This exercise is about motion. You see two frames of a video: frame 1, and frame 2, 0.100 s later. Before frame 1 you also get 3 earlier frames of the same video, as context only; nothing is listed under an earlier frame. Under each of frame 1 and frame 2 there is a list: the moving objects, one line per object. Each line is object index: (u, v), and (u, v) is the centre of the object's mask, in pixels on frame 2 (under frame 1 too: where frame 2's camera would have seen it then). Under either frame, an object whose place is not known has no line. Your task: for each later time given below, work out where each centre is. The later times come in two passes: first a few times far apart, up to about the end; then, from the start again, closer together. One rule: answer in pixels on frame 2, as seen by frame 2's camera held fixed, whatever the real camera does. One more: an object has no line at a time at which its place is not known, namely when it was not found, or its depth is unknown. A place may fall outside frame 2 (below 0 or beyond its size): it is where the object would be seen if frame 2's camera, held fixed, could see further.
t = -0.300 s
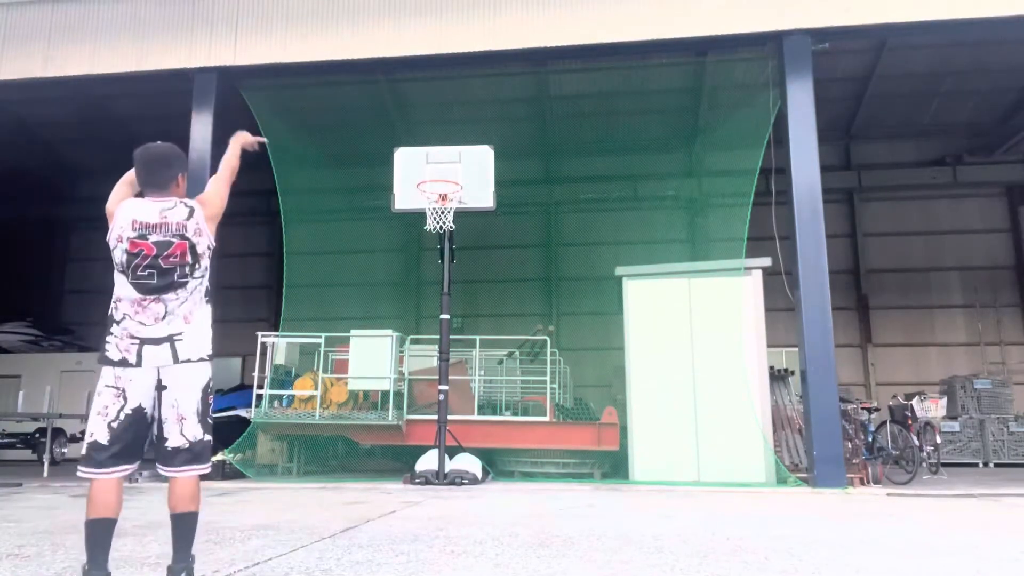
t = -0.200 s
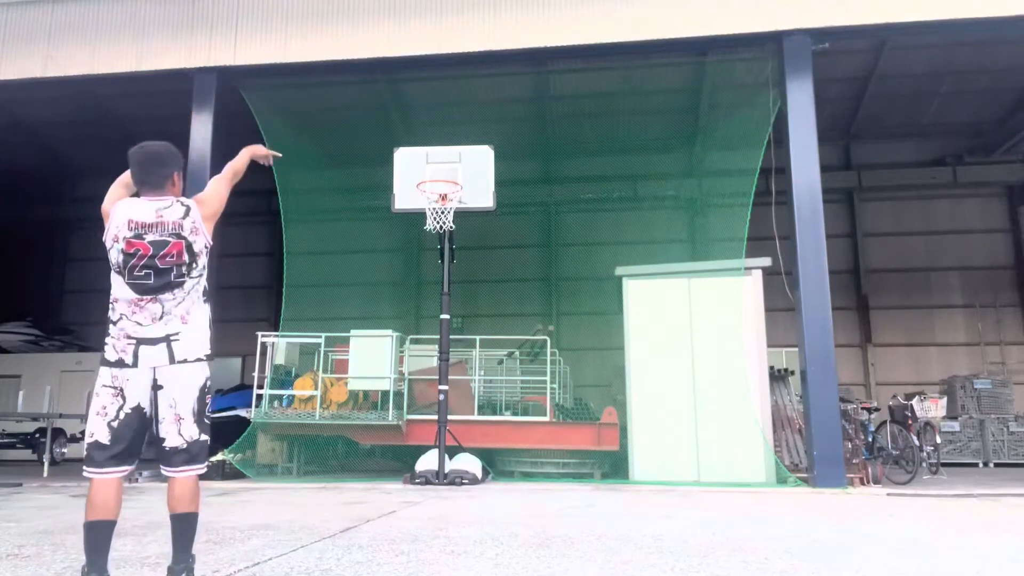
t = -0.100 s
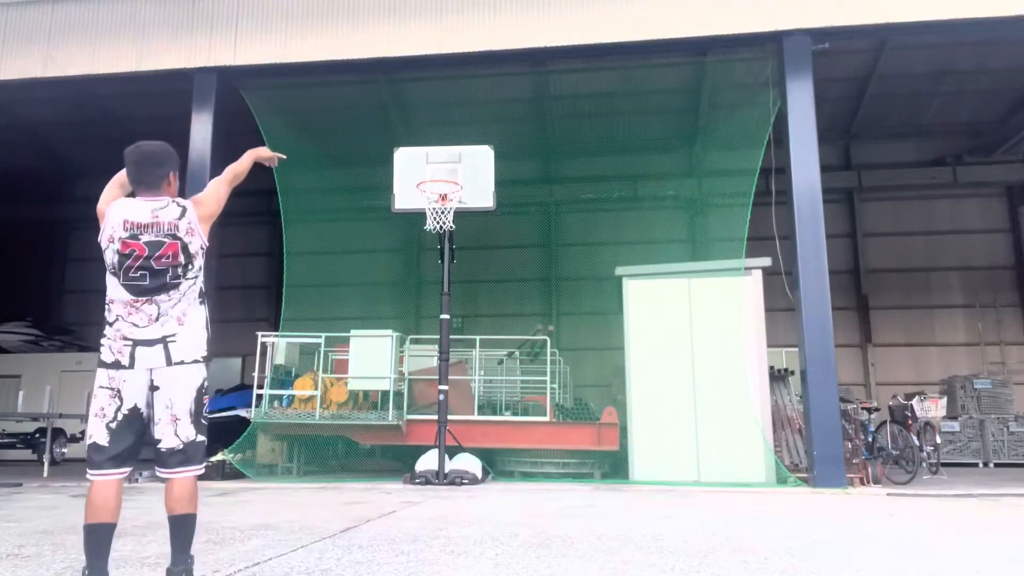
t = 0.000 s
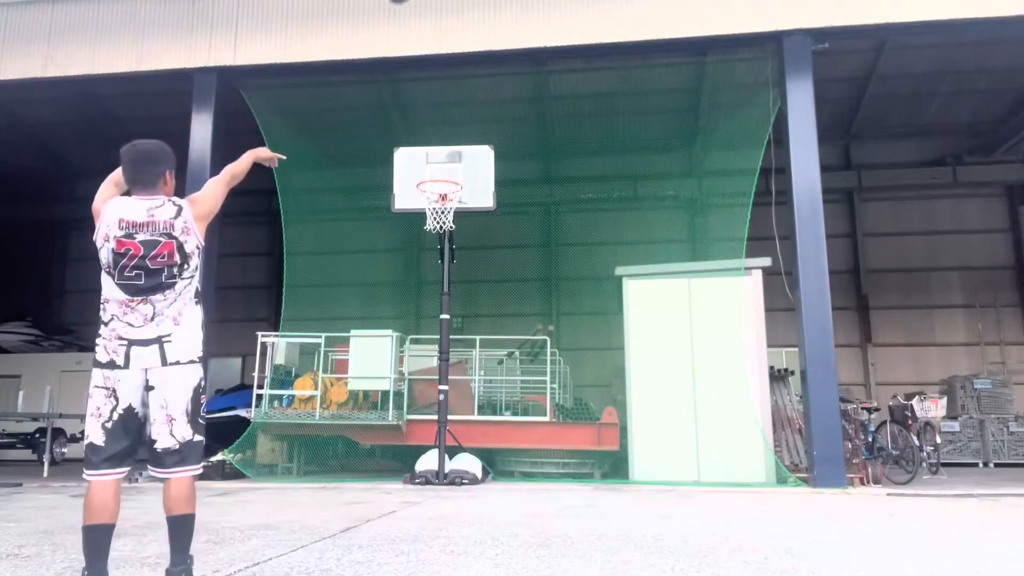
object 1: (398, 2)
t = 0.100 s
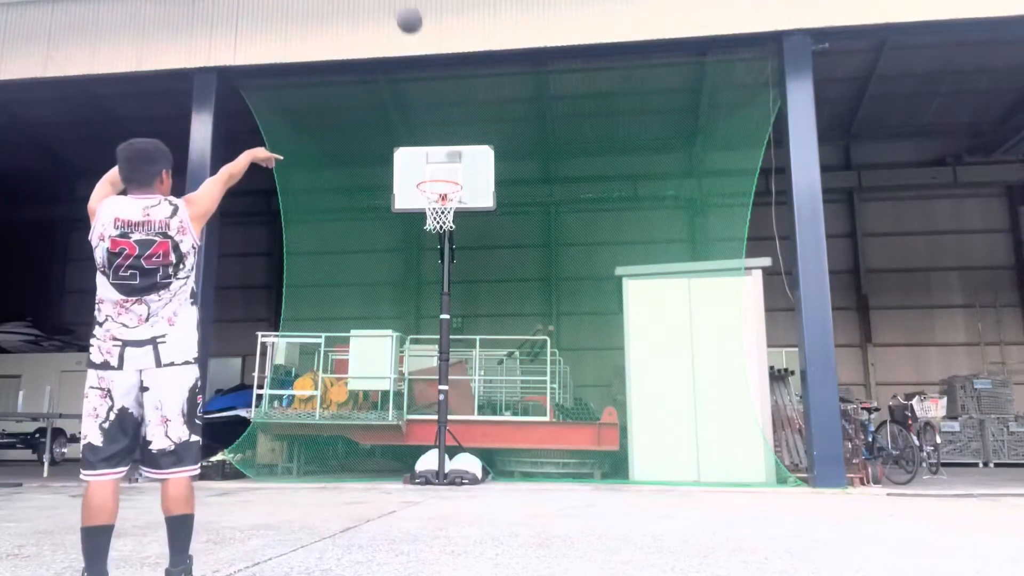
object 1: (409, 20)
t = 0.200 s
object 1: (420, 58)
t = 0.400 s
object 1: (436, 145)
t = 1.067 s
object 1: (432, 390)
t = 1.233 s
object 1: (428, 474)
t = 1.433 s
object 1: (427, 397)
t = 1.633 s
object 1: (421, 360)
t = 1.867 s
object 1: (414, 365)
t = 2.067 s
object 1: (406, 415)
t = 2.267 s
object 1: (397, 477)
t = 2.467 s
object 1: (394, 428)
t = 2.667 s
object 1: (390, 423)
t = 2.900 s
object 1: (378, 480)
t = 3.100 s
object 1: (375, 463)
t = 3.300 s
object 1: (373, 461)
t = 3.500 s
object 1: (367, 505)
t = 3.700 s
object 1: (363, 481)
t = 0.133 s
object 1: (413, 32)
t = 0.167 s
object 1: (416, 44)
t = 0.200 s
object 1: (420, 58)
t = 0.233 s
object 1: (423, 70)
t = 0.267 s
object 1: (426, 84)
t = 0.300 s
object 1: (428, 98)
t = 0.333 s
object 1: (431, 114)
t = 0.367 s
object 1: (433, 129)
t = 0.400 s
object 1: (436, 145)
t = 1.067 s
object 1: (432, 390)
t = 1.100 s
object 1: (430, 407)
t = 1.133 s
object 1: (430, 428)
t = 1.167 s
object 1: (428, 450)
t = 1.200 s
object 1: (428, 475)
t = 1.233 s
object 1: (428, 474)
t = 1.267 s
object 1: (427, 457)
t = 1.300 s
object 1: (427, 443)
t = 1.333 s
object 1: (427, 431)
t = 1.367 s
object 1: (427, 416)
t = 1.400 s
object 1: (426, 405)
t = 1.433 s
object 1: (427, 397)
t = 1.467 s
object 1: (426, 388)
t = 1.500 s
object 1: (426, 383)
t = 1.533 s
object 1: (423, 373)
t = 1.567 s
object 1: (421, 368)
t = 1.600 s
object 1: (420, 364)
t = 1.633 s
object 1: (421, 360)
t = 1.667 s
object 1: (420, 357)
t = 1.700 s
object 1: (419, 357)
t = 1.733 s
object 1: (418, 356)
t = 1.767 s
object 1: (417, 356)
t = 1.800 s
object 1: (416, 358)
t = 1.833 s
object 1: (416, 362)
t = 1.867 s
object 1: (414, 365)
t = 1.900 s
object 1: (413, 370)
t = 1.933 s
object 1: (411, 377)
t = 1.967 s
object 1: (411, 384)
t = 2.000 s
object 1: (409, 393)
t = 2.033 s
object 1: (407, 403)
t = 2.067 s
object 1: (406, 415)
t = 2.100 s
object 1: (405, 429)
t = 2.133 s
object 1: (403, 443)
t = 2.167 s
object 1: (401, 460)
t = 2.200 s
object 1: (399, 476)
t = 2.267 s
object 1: (397, 477)
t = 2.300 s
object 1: (397, 466)
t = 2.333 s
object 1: (396, 457)
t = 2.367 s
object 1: (395, 447)
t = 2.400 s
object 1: (396, 437)
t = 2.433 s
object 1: (395, 432)
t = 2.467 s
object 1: (394, 428)
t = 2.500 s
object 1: (394, 426)
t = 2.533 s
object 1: (393, 424)
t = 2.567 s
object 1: (392, 422)
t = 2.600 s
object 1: (391, 422)
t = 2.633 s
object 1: (391, 422)
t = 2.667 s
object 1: (390, 423)
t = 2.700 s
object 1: (390, 426)
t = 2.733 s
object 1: (389, 429)
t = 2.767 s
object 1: (386, 438)
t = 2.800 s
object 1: (383, 447)
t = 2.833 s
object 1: (382, 457)
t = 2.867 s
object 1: (380, 467)
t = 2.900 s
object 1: (378, 480)
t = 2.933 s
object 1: (376, 496)
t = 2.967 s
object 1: (376, 494)
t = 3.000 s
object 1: (376, 484)
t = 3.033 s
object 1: (376, 475)
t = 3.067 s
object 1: (376, 468)
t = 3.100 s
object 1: (375, 463)
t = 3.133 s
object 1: (375, 460)
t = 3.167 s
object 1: (374, 459)
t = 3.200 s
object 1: (374, 458)
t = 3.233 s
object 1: (374, 458)
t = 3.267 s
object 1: (373, 459)
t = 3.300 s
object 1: (373, 461)
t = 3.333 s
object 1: (372, 466)
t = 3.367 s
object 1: (371, 473)
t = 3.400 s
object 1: (370, 481)
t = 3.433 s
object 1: (368, 491)
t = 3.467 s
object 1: (367, 504)
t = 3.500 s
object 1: (367, 505)
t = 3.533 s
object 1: (366, 497)
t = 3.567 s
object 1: (366, 490)
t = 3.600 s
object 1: (365, 485)
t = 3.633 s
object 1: (364, 482)
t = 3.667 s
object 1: (363, 480)
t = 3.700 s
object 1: (363, 481)
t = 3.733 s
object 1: (362, 483)
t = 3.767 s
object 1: (361, 486)
